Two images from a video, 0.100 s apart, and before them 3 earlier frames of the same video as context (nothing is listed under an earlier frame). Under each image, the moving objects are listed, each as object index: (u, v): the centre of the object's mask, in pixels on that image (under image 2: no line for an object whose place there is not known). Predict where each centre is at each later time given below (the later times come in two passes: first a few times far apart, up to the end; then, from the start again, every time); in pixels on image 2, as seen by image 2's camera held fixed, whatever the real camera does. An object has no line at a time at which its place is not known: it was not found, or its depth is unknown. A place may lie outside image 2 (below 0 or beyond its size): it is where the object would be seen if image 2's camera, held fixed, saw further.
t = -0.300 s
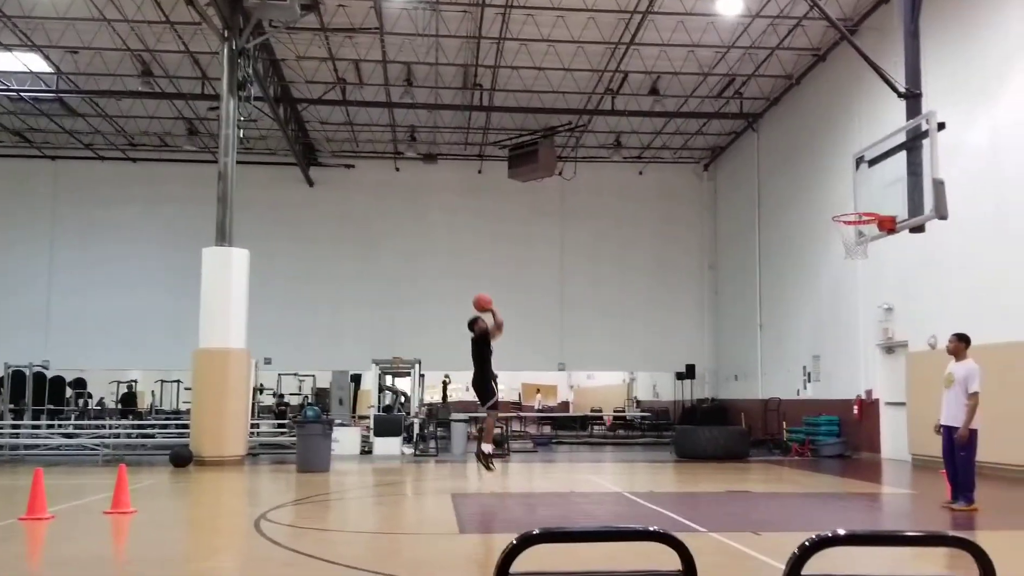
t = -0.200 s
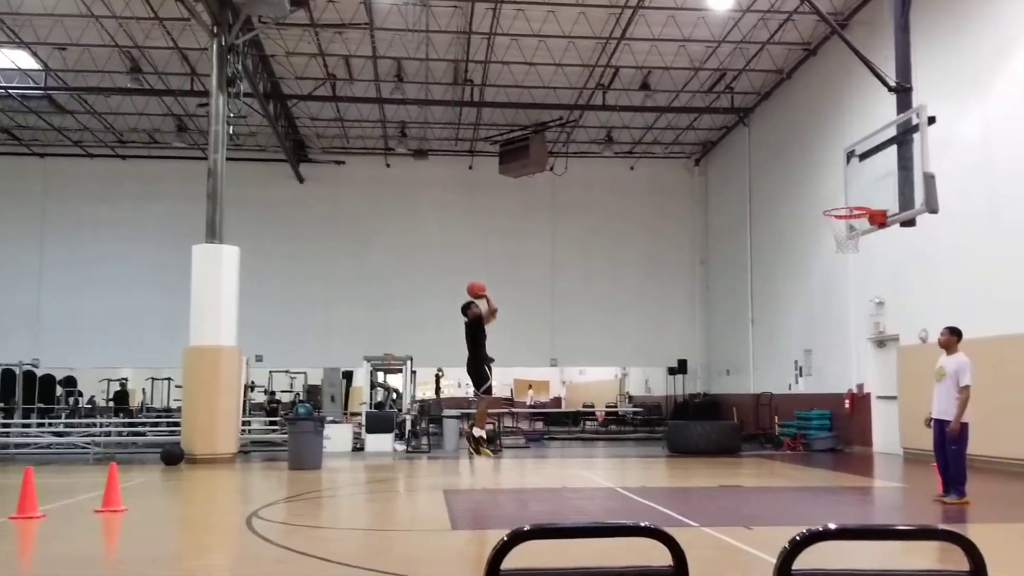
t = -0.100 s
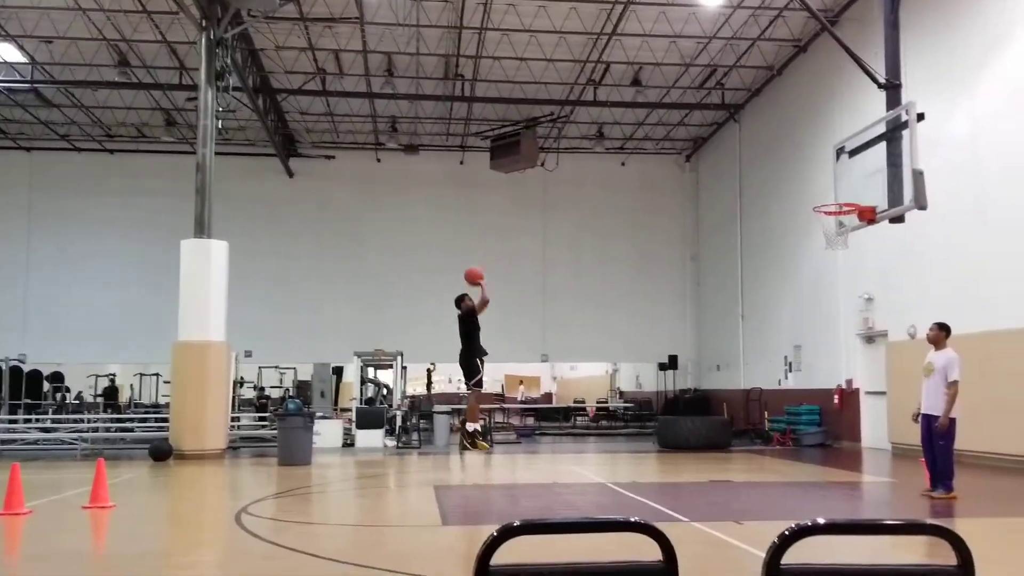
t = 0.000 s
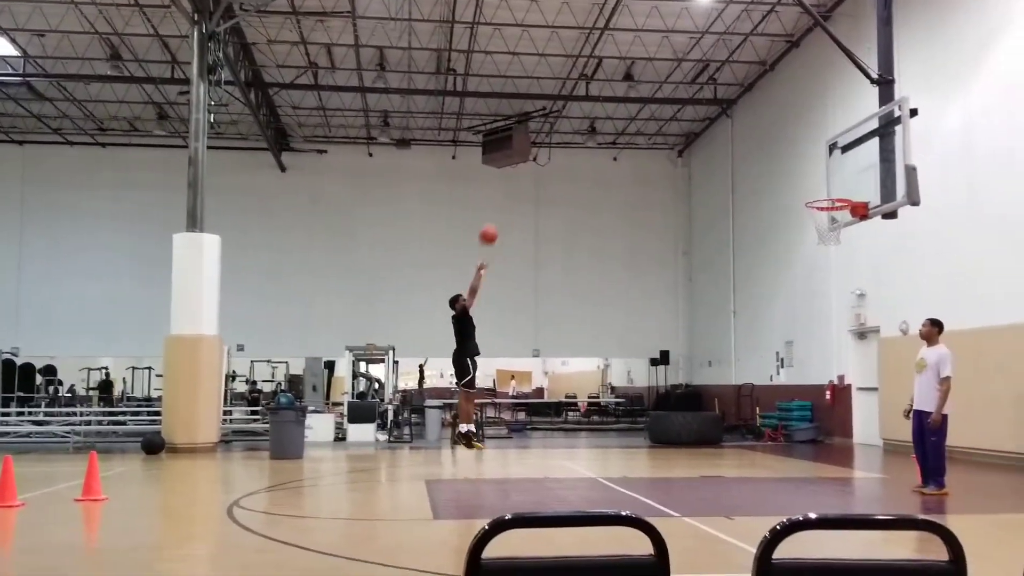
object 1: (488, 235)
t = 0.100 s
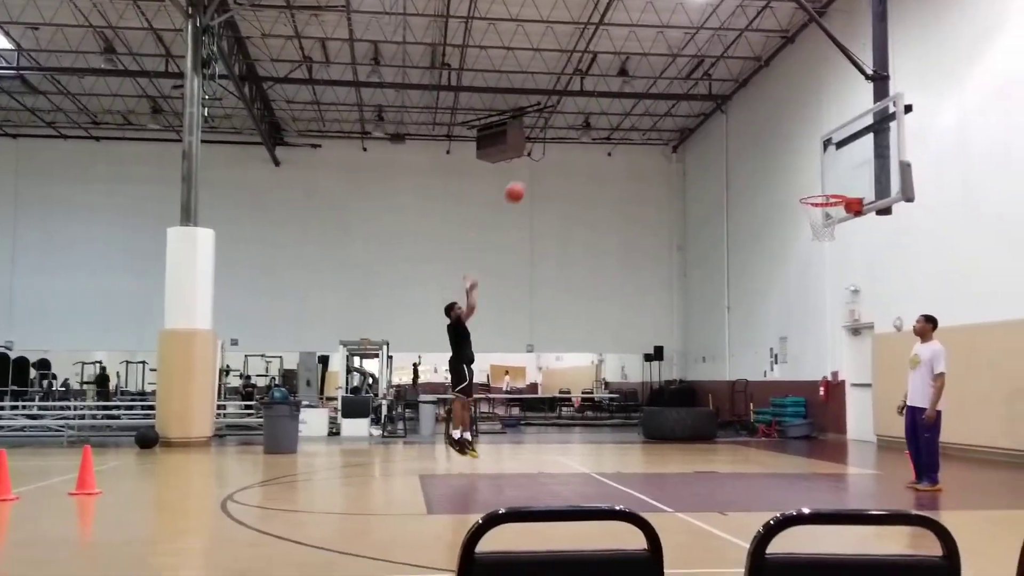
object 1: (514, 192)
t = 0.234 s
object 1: (559, 152)
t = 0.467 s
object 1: (639, 115)
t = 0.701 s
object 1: (724, 121)
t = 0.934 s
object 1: (818, 178)
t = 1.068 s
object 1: (819, 199)
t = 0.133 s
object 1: (525, 181)
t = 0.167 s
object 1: (537, 171)
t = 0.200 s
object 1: (548, 161)
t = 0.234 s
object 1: (559, 152)
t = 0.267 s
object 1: (570, 145)
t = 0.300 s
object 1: (581, 138)
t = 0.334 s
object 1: (592, 132)
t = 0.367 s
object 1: (604, 126)
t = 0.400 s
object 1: (616, 121)
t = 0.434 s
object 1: (627, 118)
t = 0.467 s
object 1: (639, 115)
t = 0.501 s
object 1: (651, 113)
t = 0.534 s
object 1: (662, 112)
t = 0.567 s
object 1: (675, 112)
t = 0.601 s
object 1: (687, 113)
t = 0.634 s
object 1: (699, 115)
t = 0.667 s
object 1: (711, 117)
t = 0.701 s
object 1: (724, 121)
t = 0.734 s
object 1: (737, 126)
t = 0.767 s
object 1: (750, 132)
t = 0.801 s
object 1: (763, 138)
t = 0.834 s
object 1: (776, 146)
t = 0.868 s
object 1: (790, 155)
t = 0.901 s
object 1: (804, 166)
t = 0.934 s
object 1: (818, 178)
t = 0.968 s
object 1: (832, 187)
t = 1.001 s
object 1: (829, 193)
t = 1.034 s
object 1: (812, 200)
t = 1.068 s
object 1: (819, 199)
